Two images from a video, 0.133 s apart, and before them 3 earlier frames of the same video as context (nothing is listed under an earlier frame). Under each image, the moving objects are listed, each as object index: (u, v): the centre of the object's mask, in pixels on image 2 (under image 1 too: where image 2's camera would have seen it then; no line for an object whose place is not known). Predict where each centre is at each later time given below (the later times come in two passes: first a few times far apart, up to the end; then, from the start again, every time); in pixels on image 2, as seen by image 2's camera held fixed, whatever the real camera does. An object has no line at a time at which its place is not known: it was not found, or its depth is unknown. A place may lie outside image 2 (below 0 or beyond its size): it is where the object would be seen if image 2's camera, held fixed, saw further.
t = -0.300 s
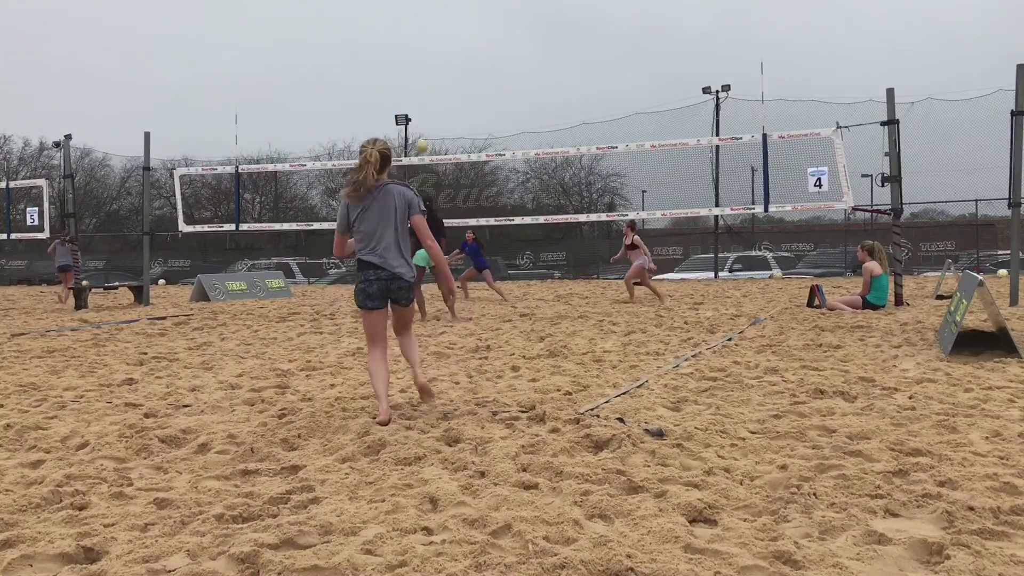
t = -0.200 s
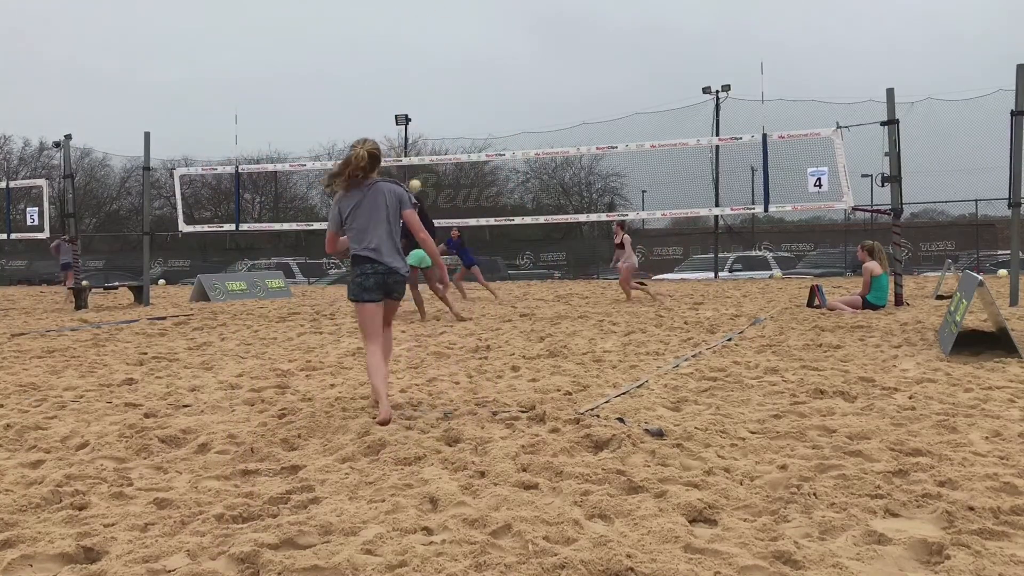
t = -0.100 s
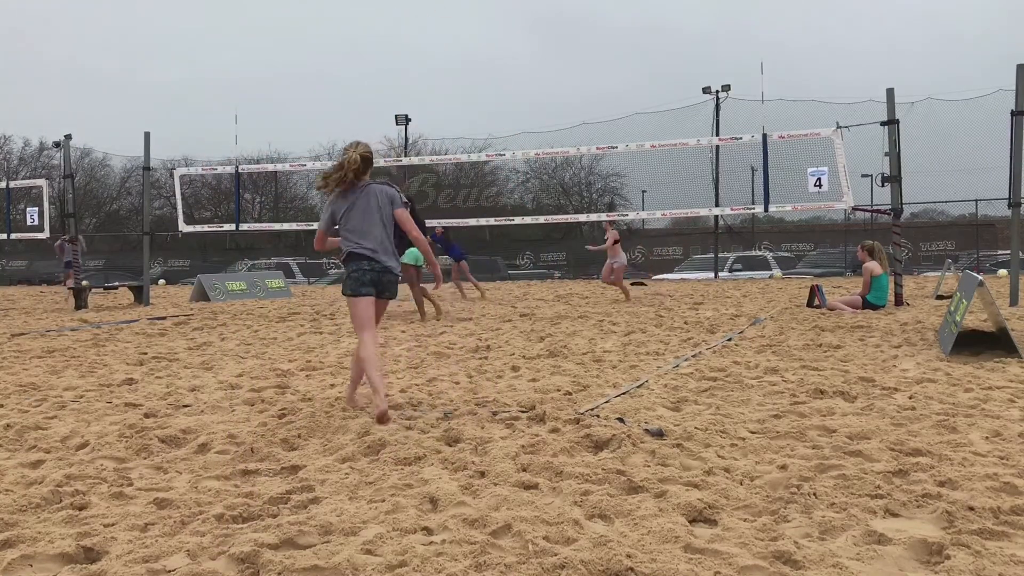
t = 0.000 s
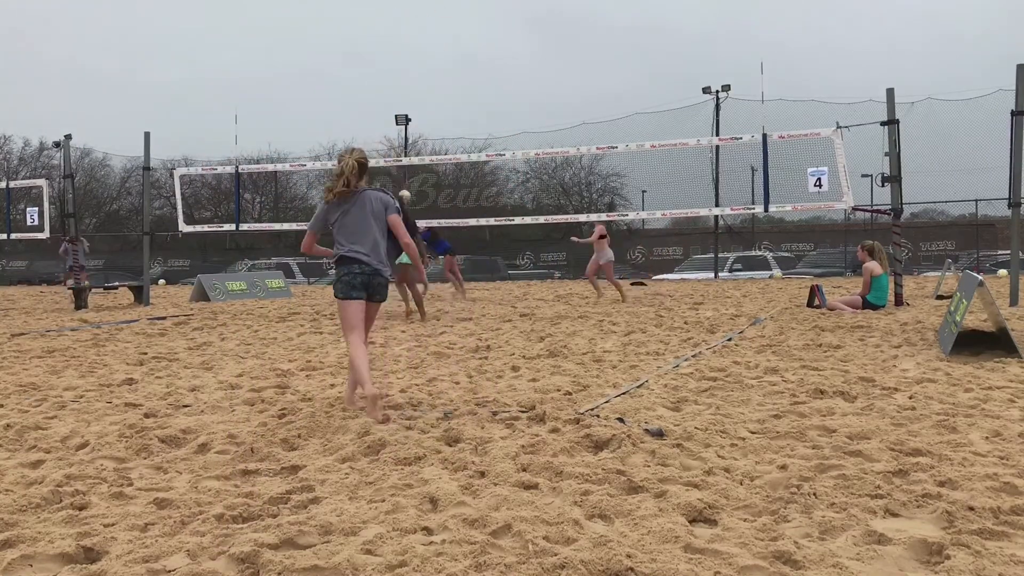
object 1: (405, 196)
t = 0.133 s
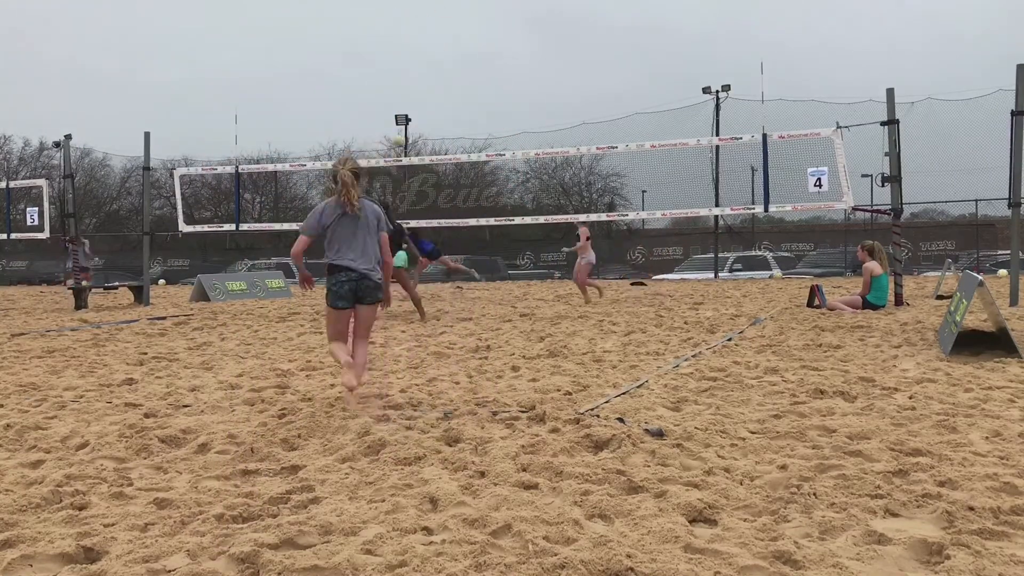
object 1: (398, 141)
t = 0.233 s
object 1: (396, 106)
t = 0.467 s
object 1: (388, 39)
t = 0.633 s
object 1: (384, 7)
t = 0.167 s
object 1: (398, 129)
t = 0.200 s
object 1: (396, 117)
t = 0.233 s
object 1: (396, 106)
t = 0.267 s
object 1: (394, 94)
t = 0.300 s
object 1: (394, 84)
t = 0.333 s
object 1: (392, 74)
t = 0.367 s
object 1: (391, 64)
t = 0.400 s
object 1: (390, 55)
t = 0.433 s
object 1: (389, 47)
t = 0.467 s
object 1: (388, 39)
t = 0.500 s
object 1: (387, 32)
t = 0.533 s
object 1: (386, 24)
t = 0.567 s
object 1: (385, 18)
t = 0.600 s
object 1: (384, 12)
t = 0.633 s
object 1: (384, 7)
